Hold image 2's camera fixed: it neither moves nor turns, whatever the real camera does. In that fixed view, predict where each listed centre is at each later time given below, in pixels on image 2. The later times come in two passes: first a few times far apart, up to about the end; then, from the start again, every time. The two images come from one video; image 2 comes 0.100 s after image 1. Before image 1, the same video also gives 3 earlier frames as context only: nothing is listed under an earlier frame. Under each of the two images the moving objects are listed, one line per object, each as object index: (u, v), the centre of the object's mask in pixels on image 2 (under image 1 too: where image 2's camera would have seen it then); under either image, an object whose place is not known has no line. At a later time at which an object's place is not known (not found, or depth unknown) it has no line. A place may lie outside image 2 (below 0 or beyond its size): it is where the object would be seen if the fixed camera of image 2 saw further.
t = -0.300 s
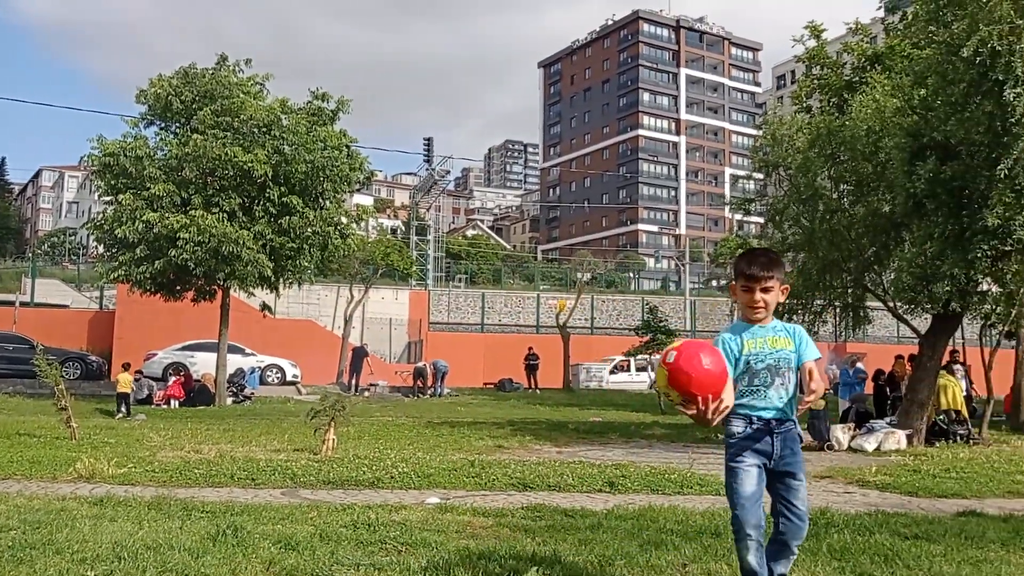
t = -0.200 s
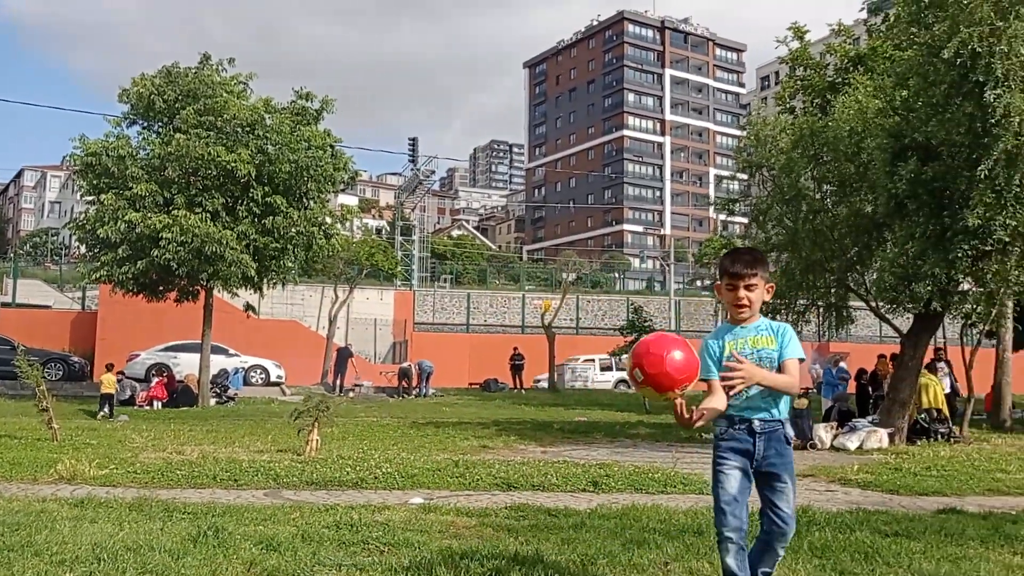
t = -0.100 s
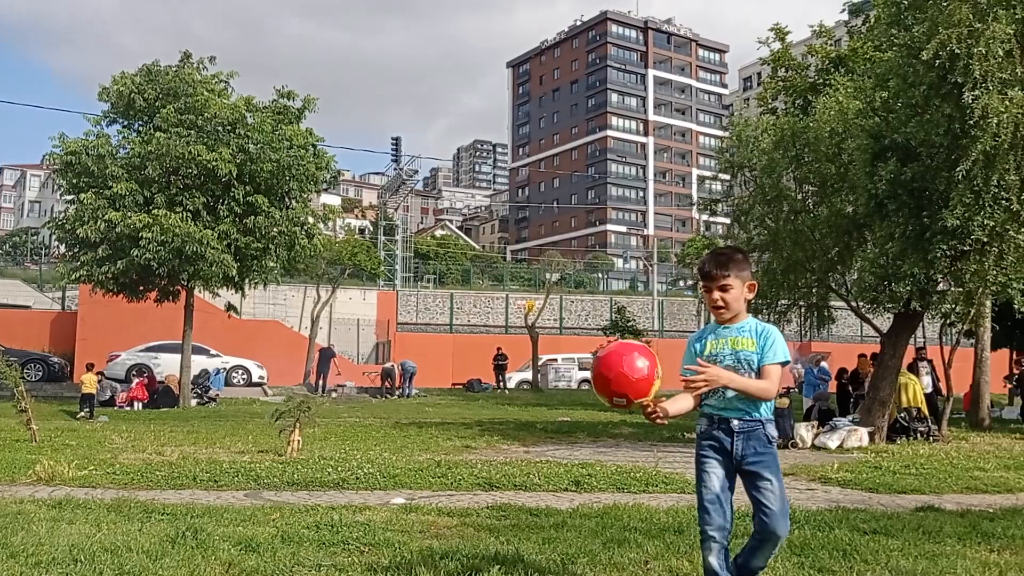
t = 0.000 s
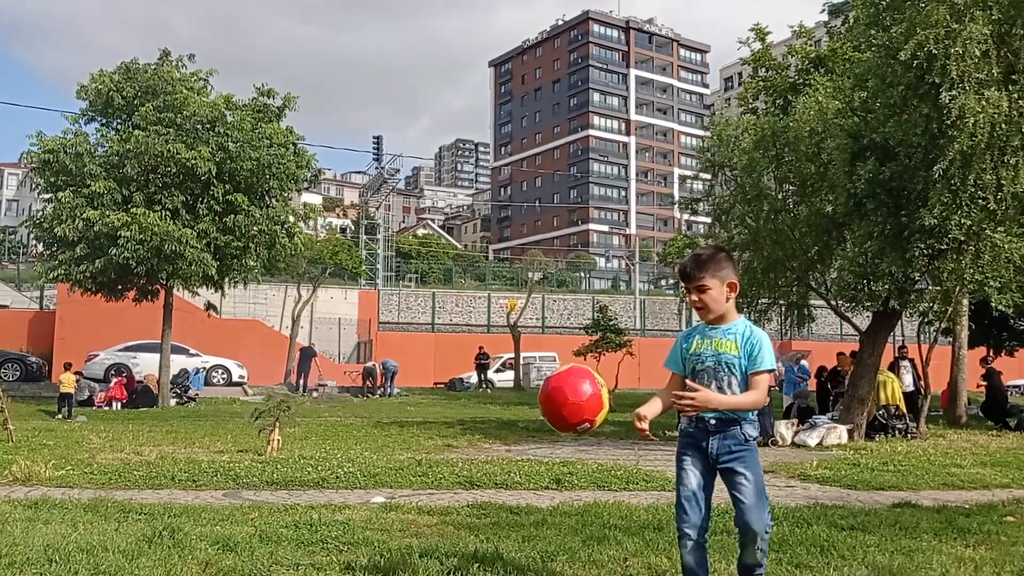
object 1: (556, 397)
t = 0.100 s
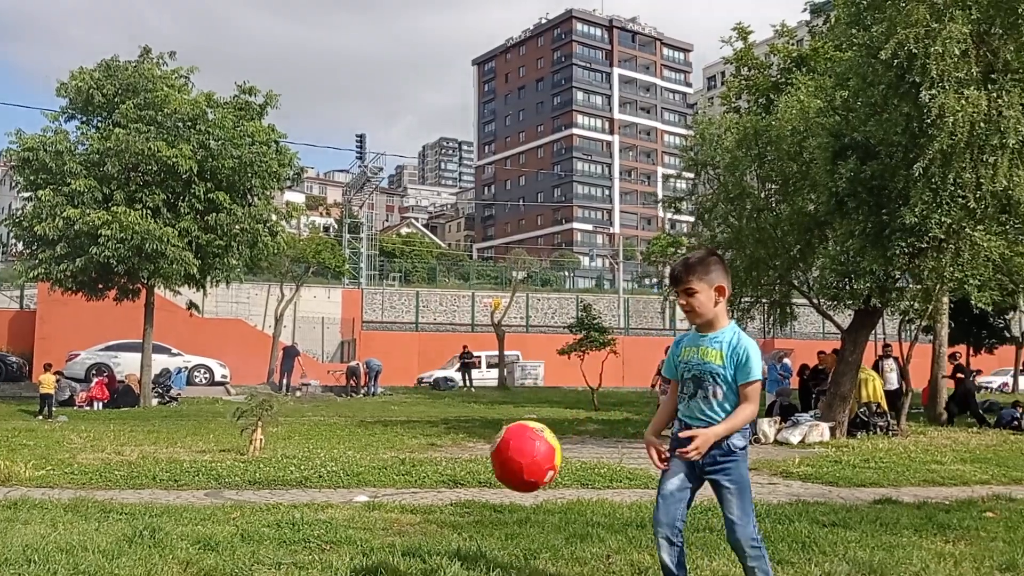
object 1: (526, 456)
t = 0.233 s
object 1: (487, 567)
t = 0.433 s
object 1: (454, 533)
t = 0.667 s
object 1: (417, 567)
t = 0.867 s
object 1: (396, 563)
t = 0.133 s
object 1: (516, 484)
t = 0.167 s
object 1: (506, 514)
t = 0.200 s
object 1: (497, 547)
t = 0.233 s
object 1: (487, 567)
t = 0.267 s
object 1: (481, 564)
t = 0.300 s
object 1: (476, 556)
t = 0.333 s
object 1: (470, 549)
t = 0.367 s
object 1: (465, 539)
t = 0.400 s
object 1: (460, 535)
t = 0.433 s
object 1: (454, 533)
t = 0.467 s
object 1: (449, 535)
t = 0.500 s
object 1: (444, 540)
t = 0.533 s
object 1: (438, 548)
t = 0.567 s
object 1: (432, 559)
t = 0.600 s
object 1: (426, 567)
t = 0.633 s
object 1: (421, 569)
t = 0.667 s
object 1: (417, 567)
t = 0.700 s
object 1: (412, 565)
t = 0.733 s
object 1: (408, 565)
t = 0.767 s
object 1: (405, 566)
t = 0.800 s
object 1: (401, 566)
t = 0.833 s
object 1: (398, 565)
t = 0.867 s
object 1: (396, 563)
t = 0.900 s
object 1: (394, 562)
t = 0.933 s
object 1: (392, 561)
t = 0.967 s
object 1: (391, 561)
